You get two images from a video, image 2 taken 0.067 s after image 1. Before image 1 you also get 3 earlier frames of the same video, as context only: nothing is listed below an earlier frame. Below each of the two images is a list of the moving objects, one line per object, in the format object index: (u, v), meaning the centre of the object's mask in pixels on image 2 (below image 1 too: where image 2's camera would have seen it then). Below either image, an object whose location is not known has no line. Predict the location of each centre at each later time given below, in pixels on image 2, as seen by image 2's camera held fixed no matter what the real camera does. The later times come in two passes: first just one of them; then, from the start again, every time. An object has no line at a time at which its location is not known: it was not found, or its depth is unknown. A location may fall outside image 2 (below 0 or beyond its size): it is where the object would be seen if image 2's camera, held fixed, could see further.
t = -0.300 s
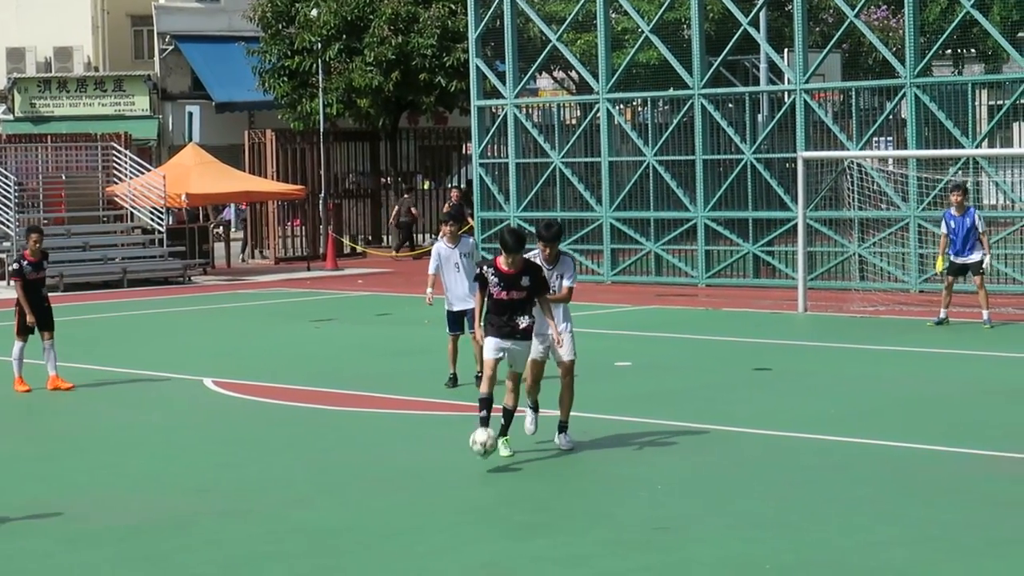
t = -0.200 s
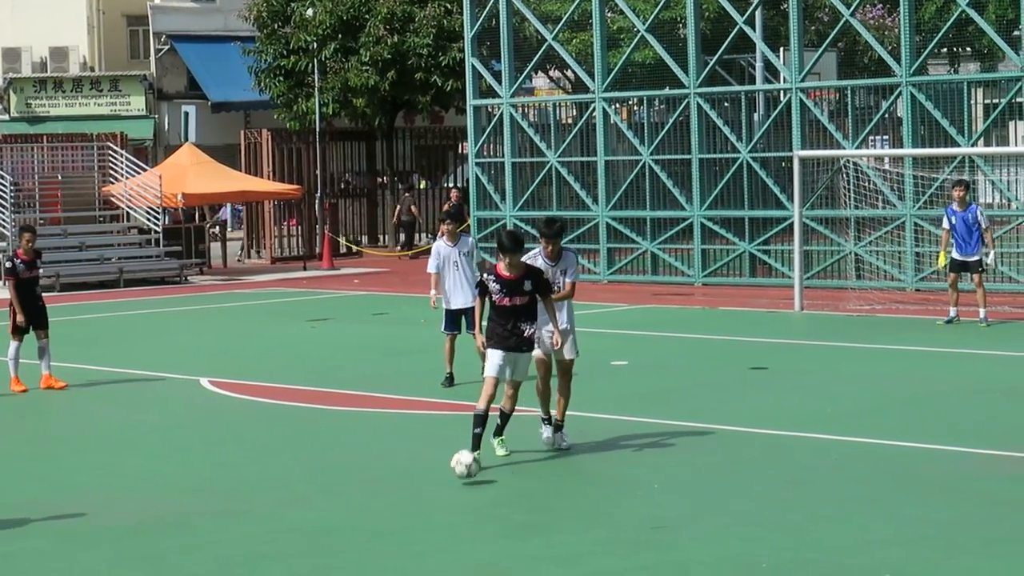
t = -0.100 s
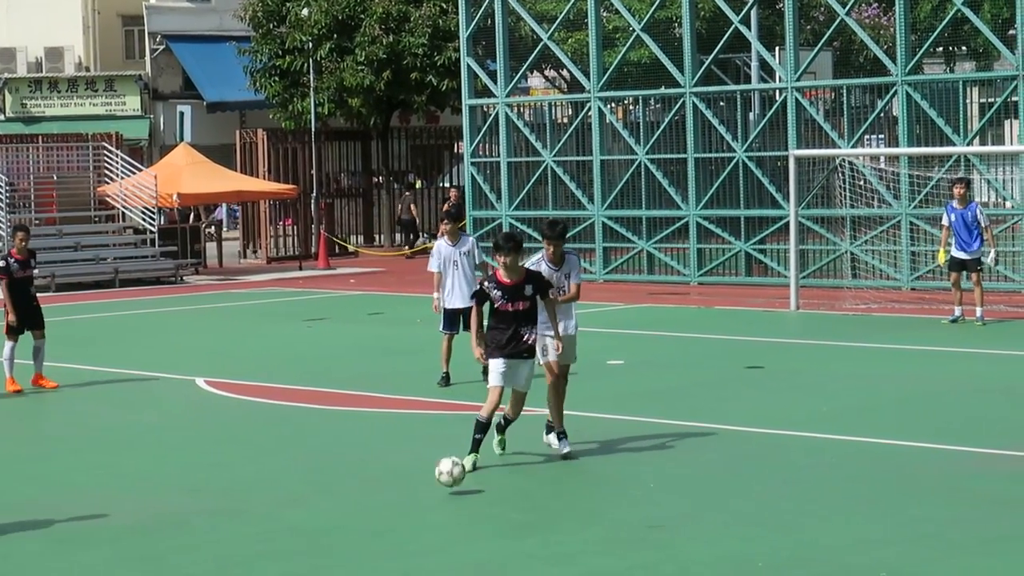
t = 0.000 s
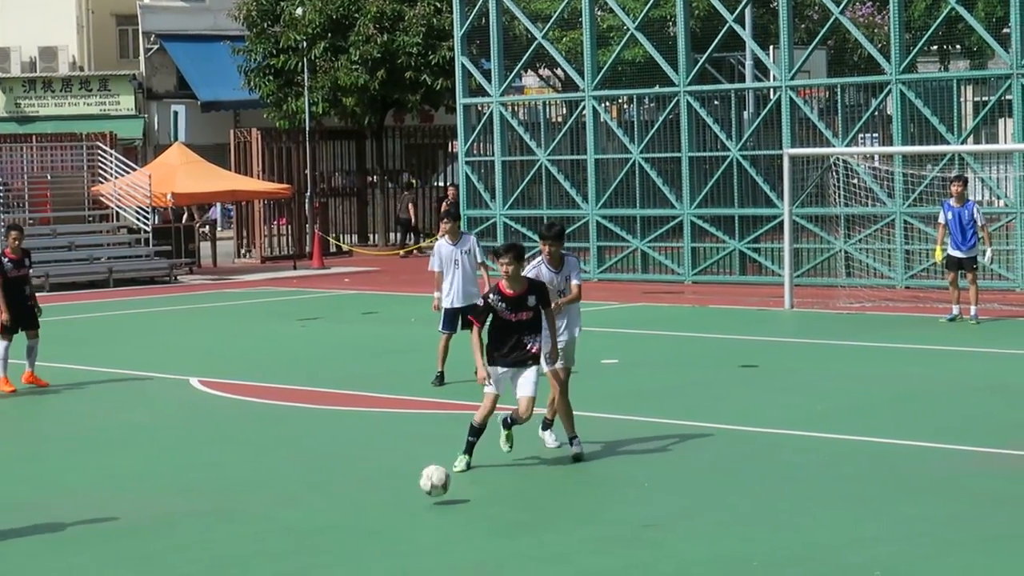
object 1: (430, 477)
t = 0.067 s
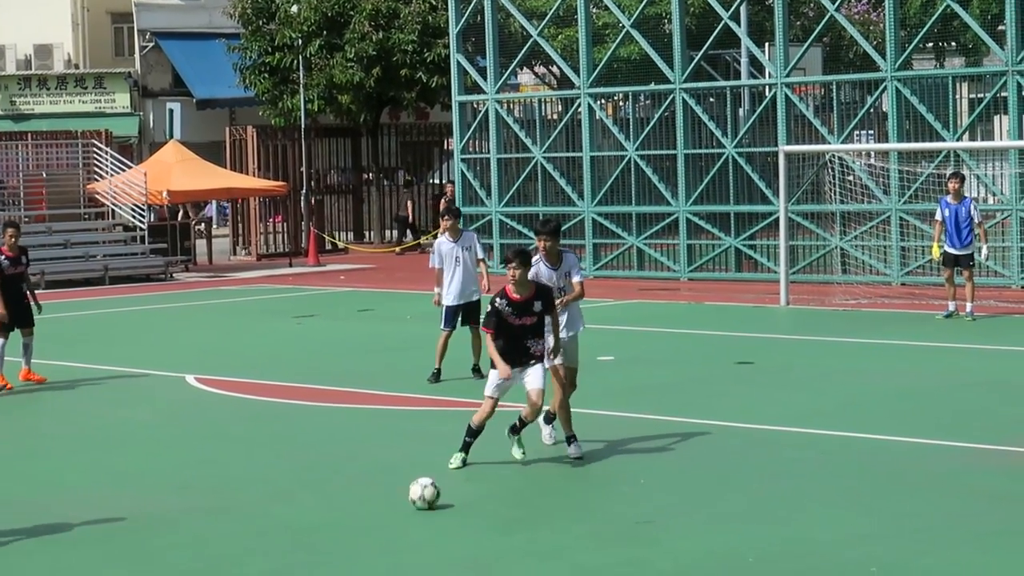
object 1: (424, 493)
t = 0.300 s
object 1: (396, 520)
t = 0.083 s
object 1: (422, 493)
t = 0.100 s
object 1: (421, 492)
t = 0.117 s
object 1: (419, 493)
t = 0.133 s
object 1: (417, 493)
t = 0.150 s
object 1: (415, 495)
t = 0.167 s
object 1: (413, 496)
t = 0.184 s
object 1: (411, 499)
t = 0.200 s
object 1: (409, 502)
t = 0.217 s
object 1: (407, 505)
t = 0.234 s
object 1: (405, 508)
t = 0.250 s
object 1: (403, 512)
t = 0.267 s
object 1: (401, 518)
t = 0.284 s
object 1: (398, 521)
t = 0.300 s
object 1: (396, 520)
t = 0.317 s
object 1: (394, 520)
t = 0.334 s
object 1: (392, 521)
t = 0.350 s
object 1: (389, 522)
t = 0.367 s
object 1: (387, 522)
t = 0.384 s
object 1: (384, 525)
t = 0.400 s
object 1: (382, 527)
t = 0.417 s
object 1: (380, 529)
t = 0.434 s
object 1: (377, 533)
